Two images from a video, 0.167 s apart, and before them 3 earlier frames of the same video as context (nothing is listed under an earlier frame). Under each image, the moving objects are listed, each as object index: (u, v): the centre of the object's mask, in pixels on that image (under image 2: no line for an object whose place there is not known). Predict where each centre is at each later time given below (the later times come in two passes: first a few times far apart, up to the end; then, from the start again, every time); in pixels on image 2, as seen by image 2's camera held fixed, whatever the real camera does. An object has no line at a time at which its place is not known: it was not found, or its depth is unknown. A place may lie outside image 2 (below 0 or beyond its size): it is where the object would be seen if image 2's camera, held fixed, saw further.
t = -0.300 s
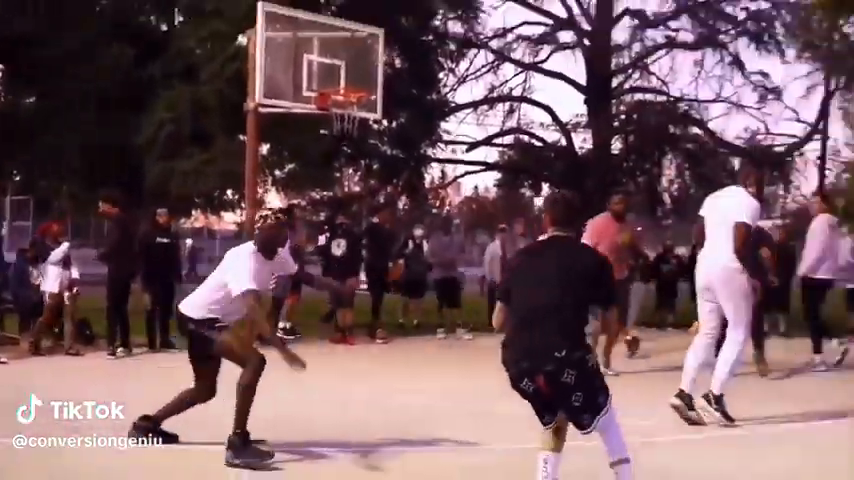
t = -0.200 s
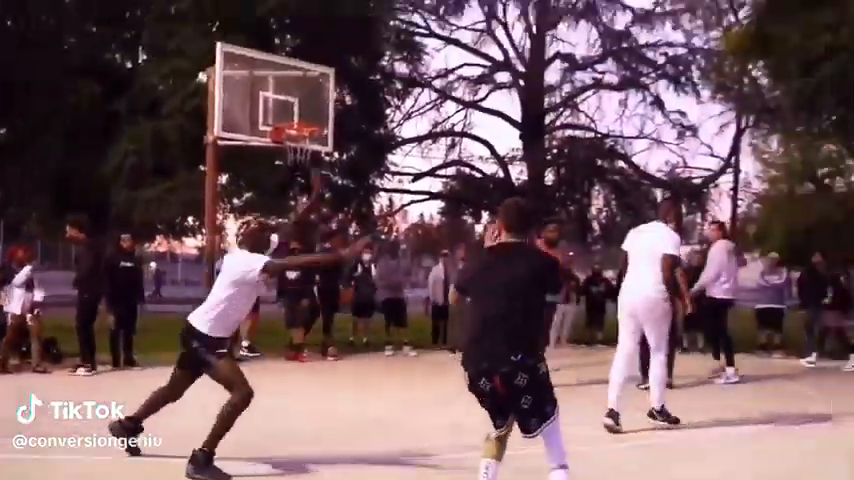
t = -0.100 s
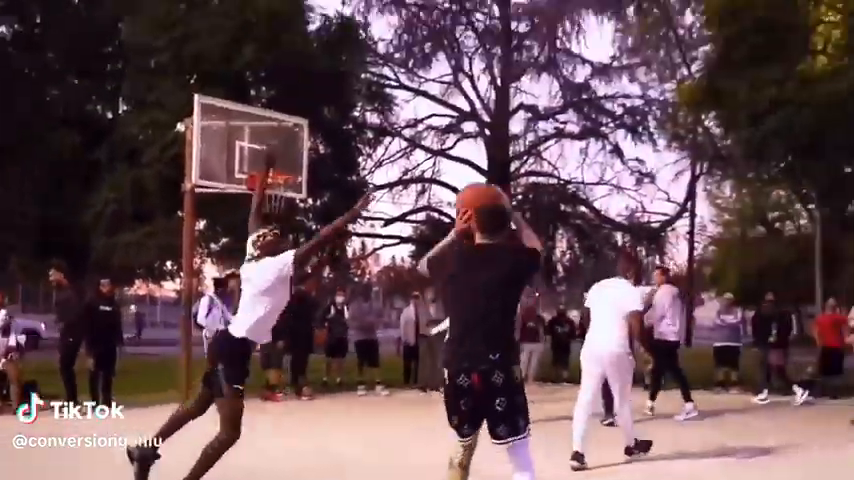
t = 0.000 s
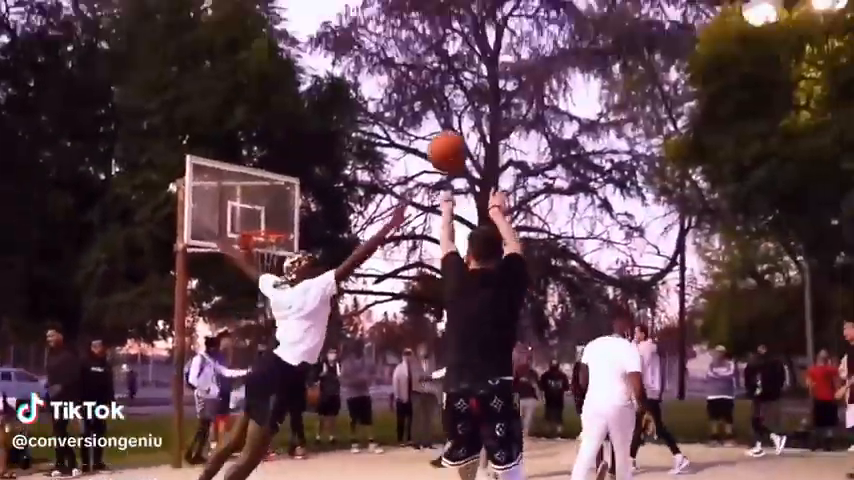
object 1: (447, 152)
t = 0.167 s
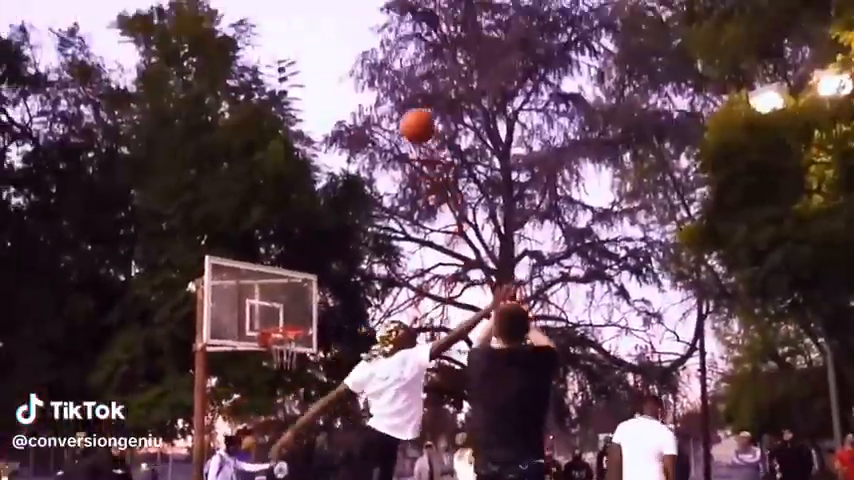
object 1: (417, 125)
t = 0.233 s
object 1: (406, 100)
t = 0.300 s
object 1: (394, 79)
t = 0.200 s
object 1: (411, 111)
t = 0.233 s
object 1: (406, 100)
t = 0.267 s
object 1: (401, 89)
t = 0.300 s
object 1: (394, 79)
